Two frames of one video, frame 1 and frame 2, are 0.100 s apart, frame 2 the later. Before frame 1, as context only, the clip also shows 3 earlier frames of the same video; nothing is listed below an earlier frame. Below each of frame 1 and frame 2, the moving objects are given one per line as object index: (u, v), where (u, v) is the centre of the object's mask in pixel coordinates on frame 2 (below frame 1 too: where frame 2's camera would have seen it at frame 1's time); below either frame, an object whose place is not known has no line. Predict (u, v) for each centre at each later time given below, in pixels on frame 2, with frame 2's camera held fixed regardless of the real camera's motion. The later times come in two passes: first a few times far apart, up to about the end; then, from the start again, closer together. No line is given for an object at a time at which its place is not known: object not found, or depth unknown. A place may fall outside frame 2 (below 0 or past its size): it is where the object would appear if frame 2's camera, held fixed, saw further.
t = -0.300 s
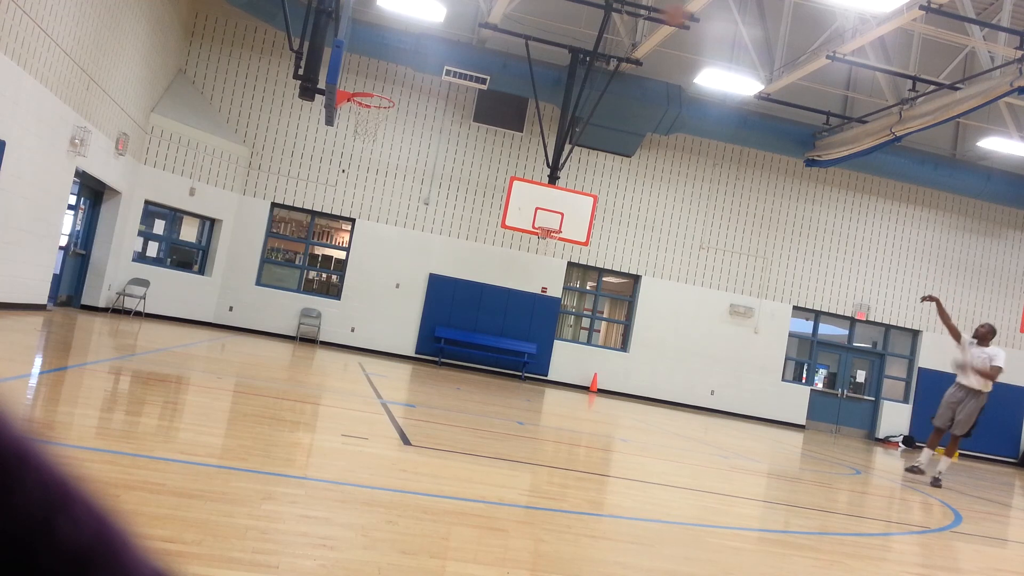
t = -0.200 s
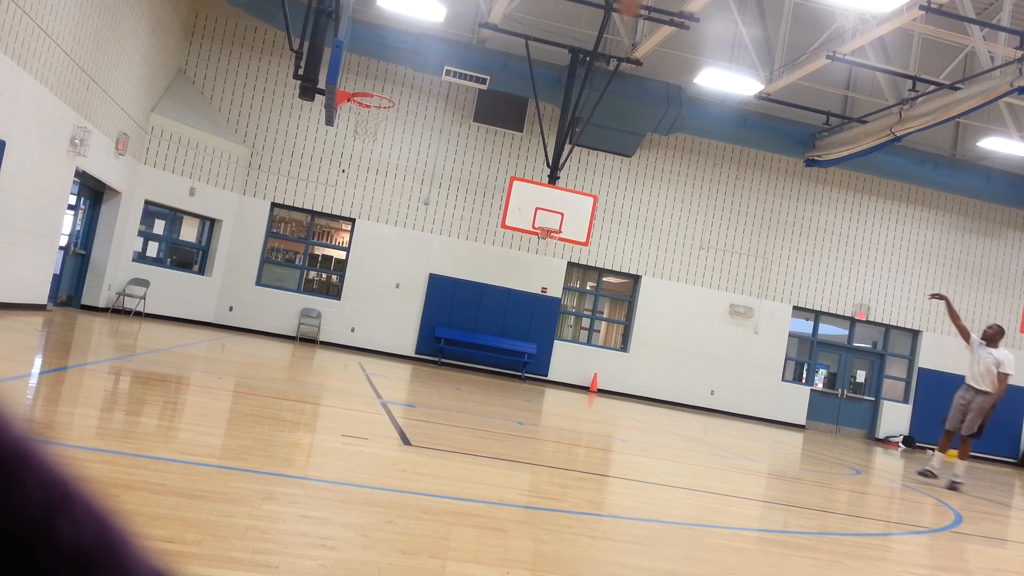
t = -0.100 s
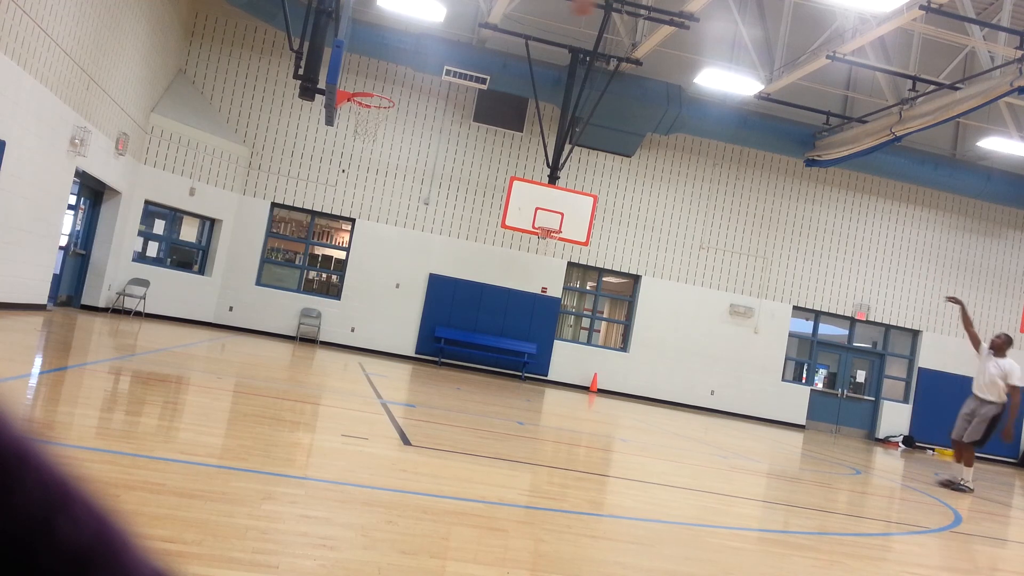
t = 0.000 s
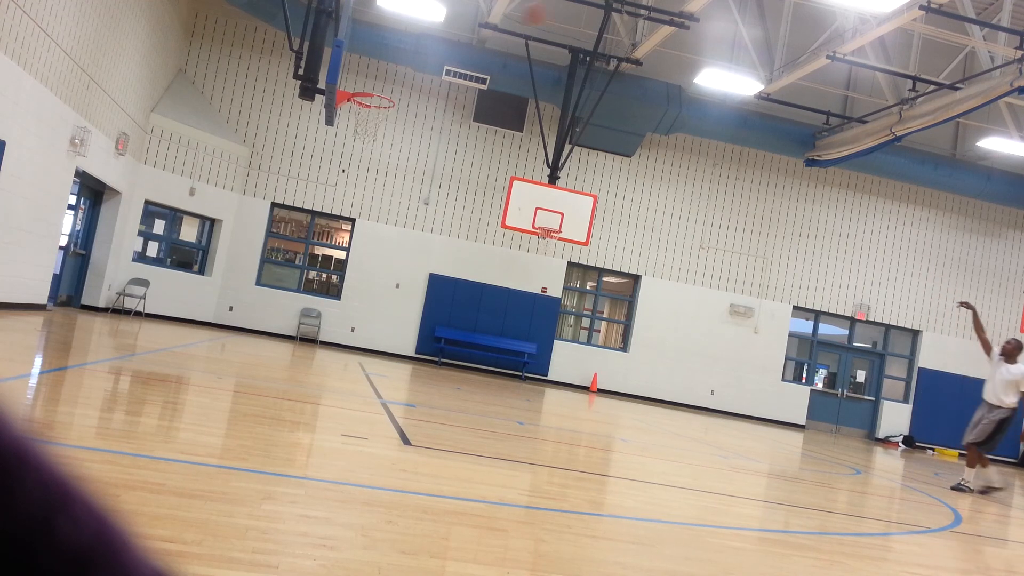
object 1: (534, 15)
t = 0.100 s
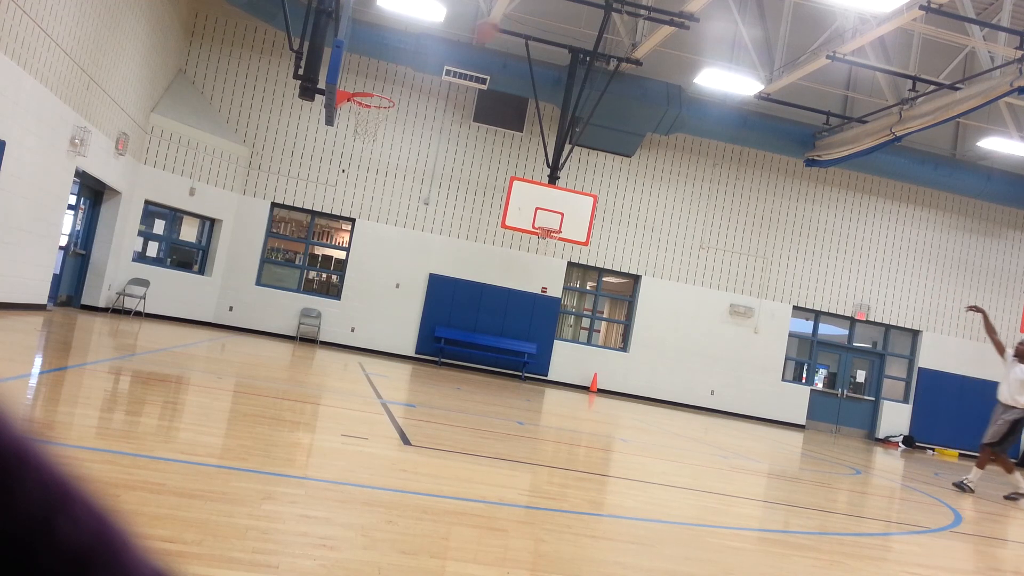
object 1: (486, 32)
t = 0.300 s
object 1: (382, 87)
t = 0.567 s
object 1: (366, 195)
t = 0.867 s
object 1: (368, 360)
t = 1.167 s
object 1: (452, 238)
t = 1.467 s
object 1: (527, 200)
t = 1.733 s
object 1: (585, 248)
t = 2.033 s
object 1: (640, 419)
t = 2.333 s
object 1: (731, 339)
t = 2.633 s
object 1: (820, 321)
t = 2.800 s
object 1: (867, 365)
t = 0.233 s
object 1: (418, 64)
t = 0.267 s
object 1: (399, 76)
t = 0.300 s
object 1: (382, 87)
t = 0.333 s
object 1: (364, 103)
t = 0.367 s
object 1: (363, 115)
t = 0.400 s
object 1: (364, 126)
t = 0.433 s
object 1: (365, 137)
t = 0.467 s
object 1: (365, 150)
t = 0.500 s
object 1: (365, 164)
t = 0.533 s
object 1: (366, 179)
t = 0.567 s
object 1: (366, 195)
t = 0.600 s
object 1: (366, 213)
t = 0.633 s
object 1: (365, 234)
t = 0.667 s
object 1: (364, 255)
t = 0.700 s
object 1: (363, 277)
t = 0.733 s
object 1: (362, 302)
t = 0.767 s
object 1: (360, 325)
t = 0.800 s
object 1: (358, 354)
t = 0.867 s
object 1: (368, 360)
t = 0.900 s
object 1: (377, 342)
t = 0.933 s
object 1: (387, 326)
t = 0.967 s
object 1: (396, 311)
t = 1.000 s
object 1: (406, 296)
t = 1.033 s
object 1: (415, 282)
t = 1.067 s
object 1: (424, 270)
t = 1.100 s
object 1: (434, 258)
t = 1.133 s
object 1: (443, 248)
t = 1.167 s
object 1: (452, 238)
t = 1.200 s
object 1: (461, 229)
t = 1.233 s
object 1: (469, 222)
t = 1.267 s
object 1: (478, 216)
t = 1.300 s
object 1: (486, 210)
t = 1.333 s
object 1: (494, 206)
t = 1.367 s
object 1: (503, 203)
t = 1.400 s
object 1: (511, 201)
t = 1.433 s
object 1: (519, 200)
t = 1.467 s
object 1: (527, 200)
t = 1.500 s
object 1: (534, 202)
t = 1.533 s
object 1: (542, 204)
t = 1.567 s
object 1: (549, 208)
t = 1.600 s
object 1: (557, 214)
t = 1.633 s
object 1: (564, 220)
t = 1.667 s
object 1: (571, 228)
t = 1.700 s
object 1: (578, 237)
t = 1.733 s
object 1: (585, 248)
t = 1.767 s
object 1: (592, 262)
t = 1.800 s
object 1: (599, 276)
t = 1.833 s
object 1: (606, 291)
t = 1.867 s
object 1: (612, 308)
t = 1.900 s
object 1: (618, 325)
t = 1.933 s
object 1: (624, 346)
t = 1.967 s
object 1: (629, 368)
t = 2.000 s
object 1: (635, 390)
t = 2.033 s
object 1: (640, 419)
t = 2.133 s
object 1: (668, 410)
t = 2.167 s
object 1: (679, 395)
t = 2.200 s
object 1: (689, 382)
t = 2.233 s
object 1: (700, 369)
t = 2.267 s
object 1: (711, 358)
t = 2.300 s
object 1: (721, 348)
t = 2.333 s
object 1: (731, 339)
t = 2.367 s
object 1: (741, 331)
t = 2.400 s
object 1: (751, 325)
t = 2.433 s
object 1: (761, 321)
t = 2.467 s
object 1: (771, 318)
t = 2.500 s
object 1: (782, 315)
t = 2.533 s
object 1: (791, 314)
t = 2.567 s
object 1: (801, 315)
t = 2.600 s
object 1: (811, 317)
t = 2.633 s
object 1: (820, 321)
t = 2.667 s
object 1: (828, 327)
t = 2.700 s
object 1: (840, 335)
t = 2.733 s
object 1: (848, 343)
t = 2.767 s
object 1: (857, 353)
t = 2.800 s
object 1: (867, 365)
